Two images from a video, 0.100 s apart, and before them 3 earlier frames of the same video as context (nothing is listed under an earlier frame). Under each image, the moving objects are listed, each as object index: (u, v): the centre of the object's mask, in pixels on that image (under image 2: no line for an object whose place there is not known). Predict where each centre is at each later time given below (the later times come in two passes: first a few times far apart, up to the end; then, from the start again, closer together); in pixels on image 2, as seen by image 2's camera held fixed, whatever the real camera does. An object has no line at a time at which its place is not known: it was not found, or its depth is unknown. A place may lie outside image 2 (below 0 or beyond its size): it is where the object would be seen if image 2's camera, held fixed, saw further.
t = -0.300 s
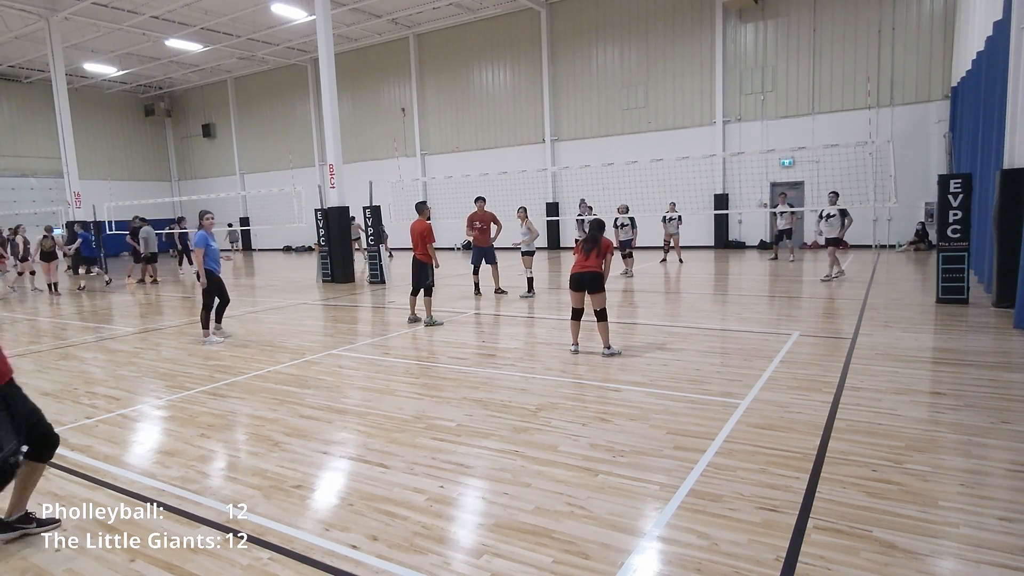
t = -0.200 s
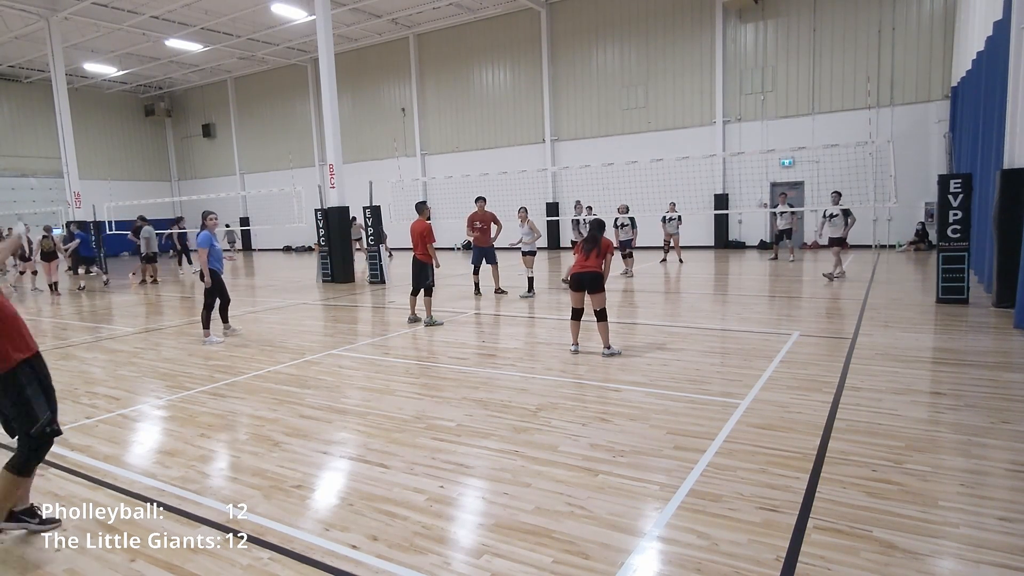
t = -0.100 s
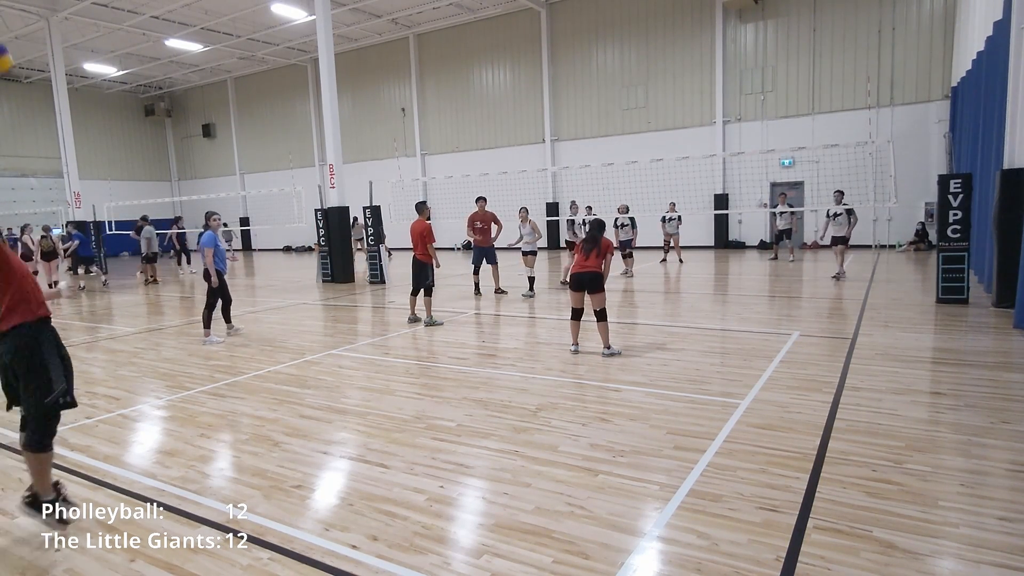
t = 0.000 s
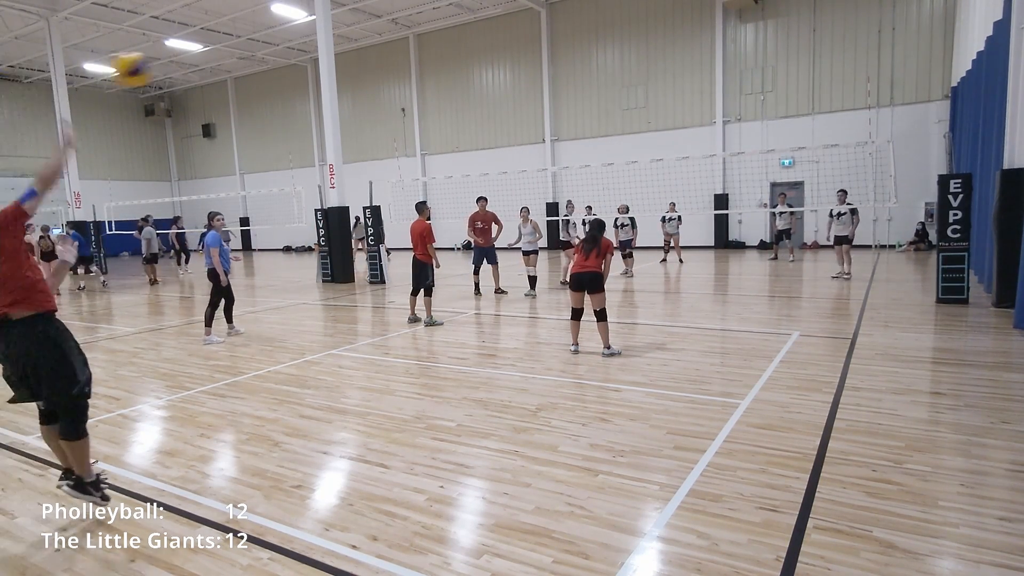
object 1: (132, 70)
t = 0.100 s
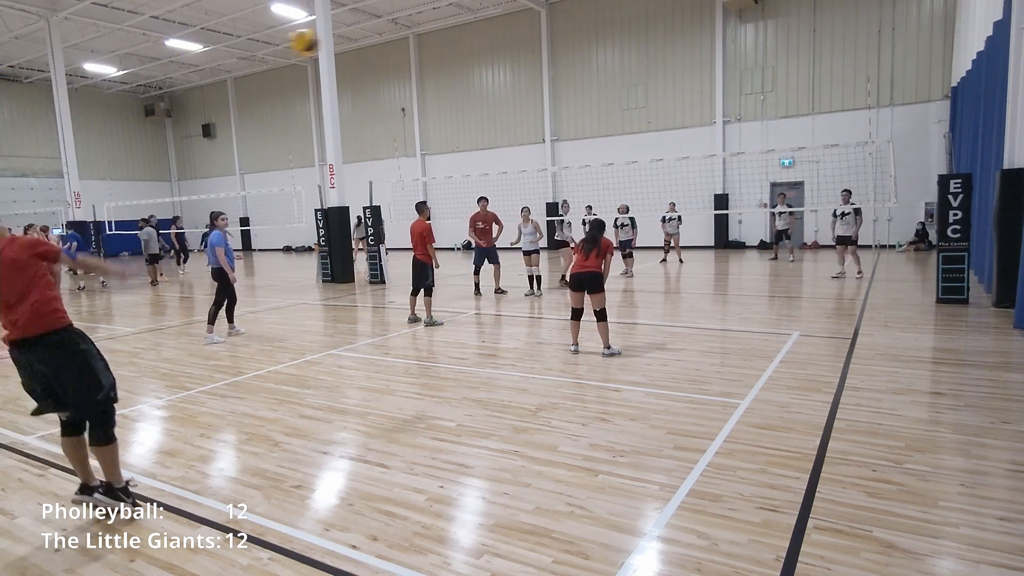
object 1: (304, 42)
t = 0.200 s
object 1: (404, 36)
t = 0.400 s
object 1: (517, 52)
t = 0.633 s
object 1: (580, 94)
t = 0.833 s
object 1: (608, 133)
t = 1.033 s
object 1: (627, 171)
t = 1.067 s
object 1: (630, 178)
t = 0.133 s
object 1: (344, 39)
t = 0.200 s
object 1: (404, 36)
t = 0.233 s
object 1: (430, 37)
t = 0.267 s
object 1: (452, 38)
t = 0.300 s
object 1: (470, 40)
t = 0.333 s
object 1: (488, 43)
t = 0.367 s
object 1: (503, 47)
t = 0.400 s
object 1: (517, 52)
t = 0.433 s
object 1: (529, 57)
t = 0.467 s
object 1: (540, 63)
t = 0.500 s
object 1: (550, 69)
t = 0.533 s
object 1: (559, 75)
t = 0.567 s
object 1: (567, 81)
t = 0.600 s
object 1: (574, 88)
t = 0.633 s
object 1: (580, 94)
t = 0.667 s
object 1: (586, 101)
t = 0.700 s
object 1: (591, 107)
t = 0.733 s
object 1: (596, 113)
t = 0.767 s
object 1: (600, 120)
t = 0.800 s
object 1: (605, 126)
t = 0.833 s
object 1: (608, 133)
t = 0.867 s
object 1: (612, 139)
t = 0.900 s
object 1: (615, 146)
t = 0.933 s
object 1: (619, 152)
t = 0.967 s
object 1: (621, 158)
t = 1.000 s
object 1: (625, 167)
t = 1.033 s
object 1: (627, 171)
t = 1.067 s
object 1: (630, 178)
